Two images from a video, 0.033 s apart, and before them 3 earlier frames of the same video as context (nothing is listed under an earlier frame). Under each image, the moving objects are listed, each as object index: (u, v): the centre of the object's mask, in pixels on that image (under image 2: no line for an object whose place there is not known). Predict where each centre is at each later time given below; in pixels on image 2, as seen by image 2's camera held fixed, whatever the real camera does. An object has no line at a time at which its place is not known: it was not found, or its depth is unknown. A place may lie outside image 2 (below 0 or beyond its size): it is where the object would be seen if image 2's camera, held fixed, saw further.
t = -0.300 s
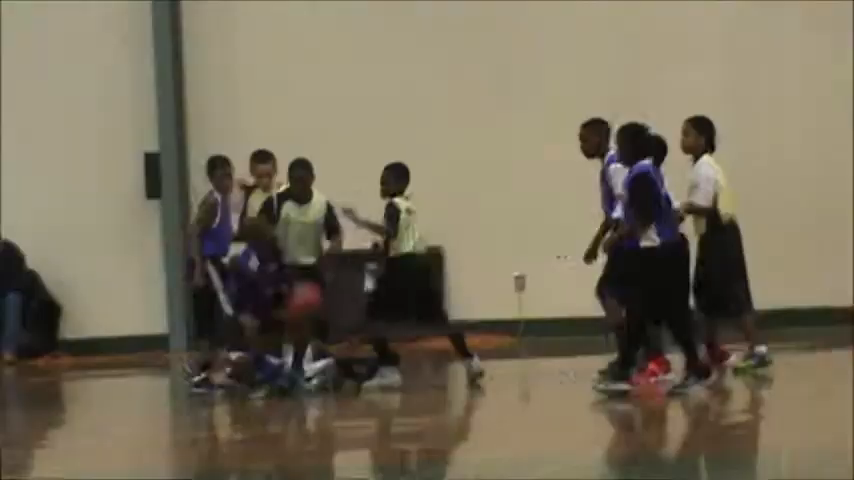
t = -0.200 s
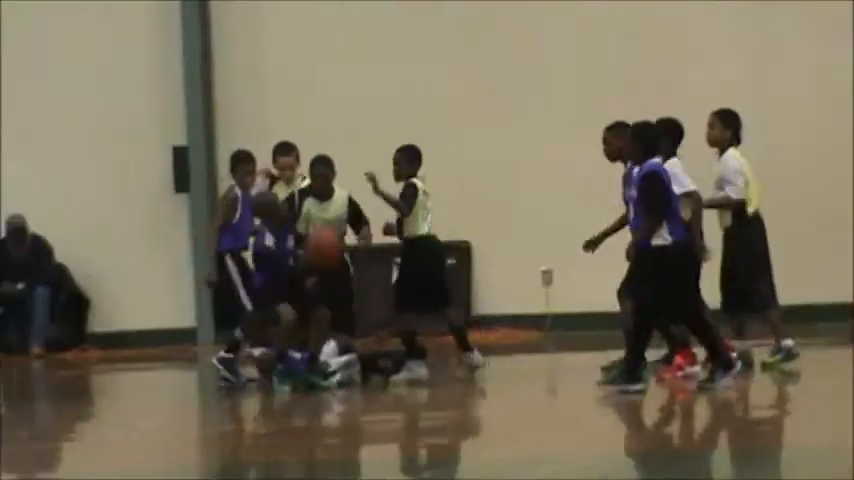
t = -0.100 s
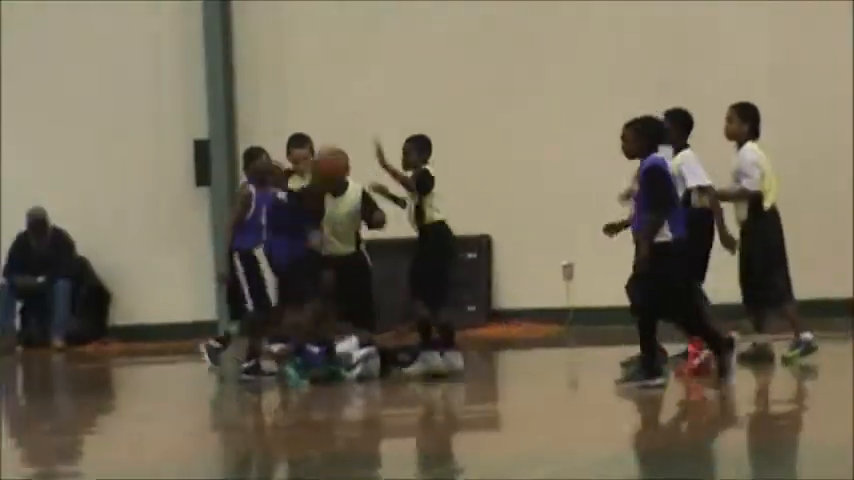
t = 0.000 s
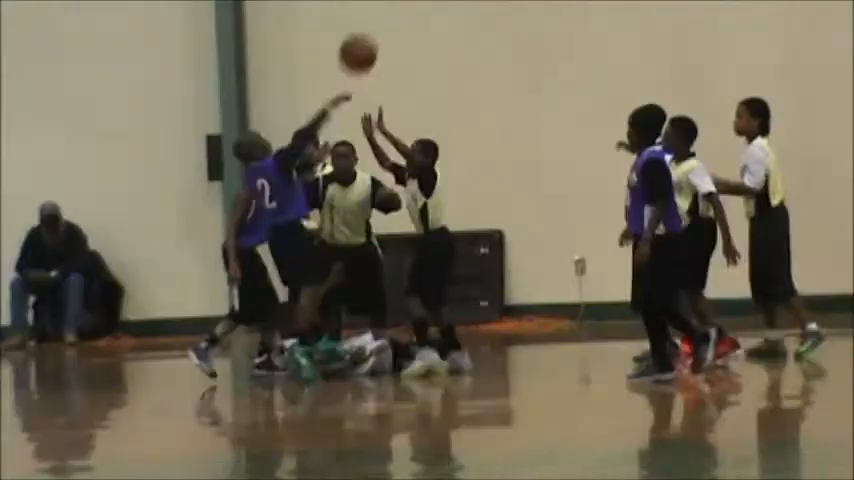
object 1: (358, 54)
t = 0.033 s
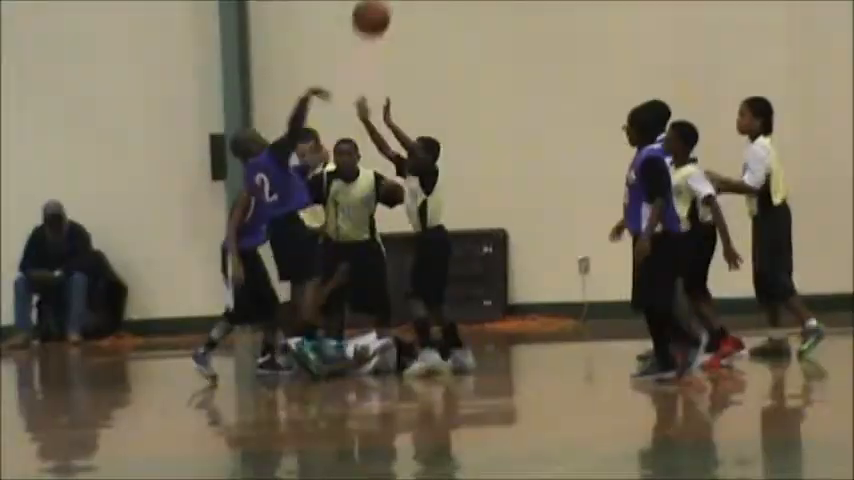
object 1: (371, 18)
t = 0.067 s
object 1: (381, 1)
